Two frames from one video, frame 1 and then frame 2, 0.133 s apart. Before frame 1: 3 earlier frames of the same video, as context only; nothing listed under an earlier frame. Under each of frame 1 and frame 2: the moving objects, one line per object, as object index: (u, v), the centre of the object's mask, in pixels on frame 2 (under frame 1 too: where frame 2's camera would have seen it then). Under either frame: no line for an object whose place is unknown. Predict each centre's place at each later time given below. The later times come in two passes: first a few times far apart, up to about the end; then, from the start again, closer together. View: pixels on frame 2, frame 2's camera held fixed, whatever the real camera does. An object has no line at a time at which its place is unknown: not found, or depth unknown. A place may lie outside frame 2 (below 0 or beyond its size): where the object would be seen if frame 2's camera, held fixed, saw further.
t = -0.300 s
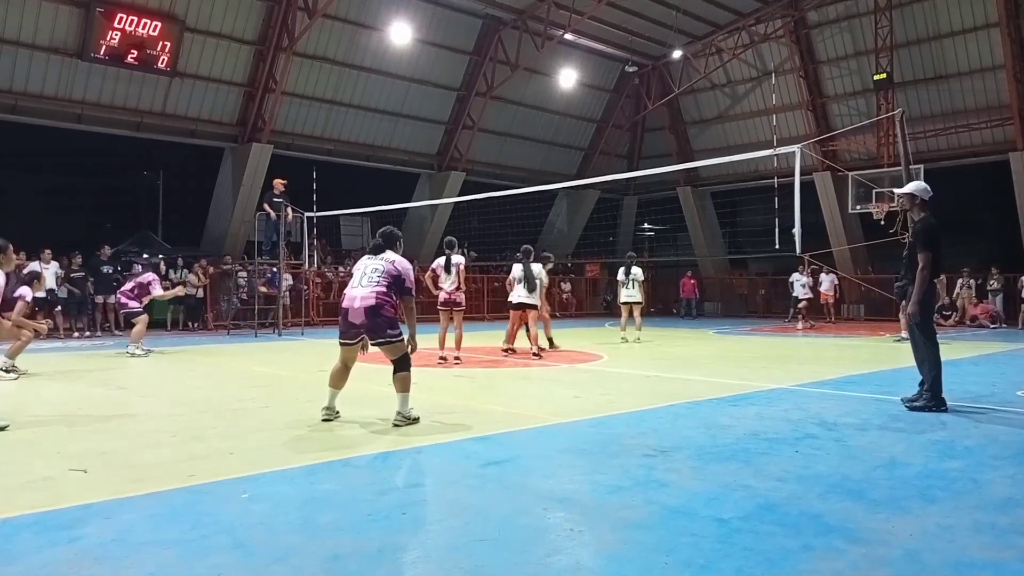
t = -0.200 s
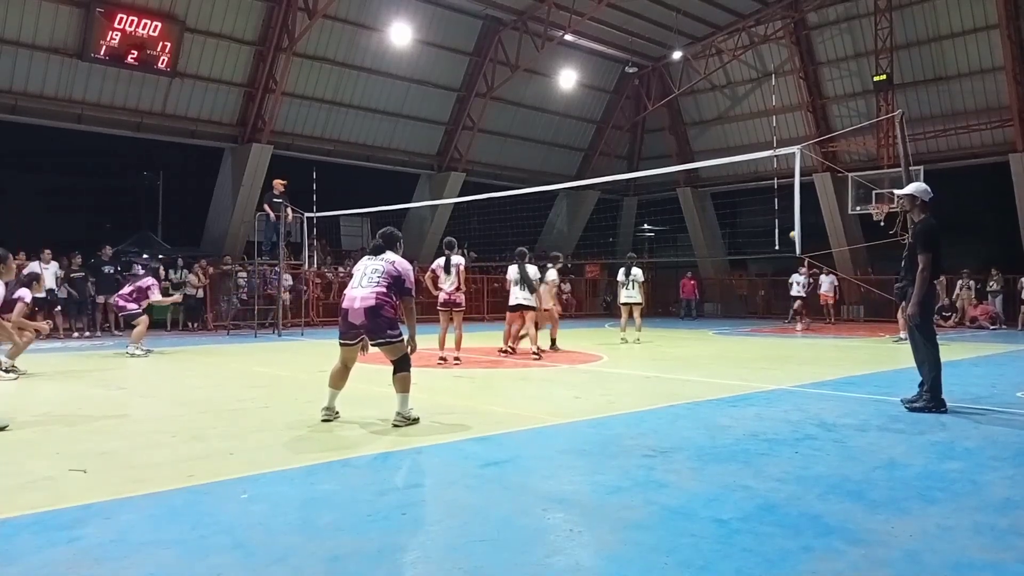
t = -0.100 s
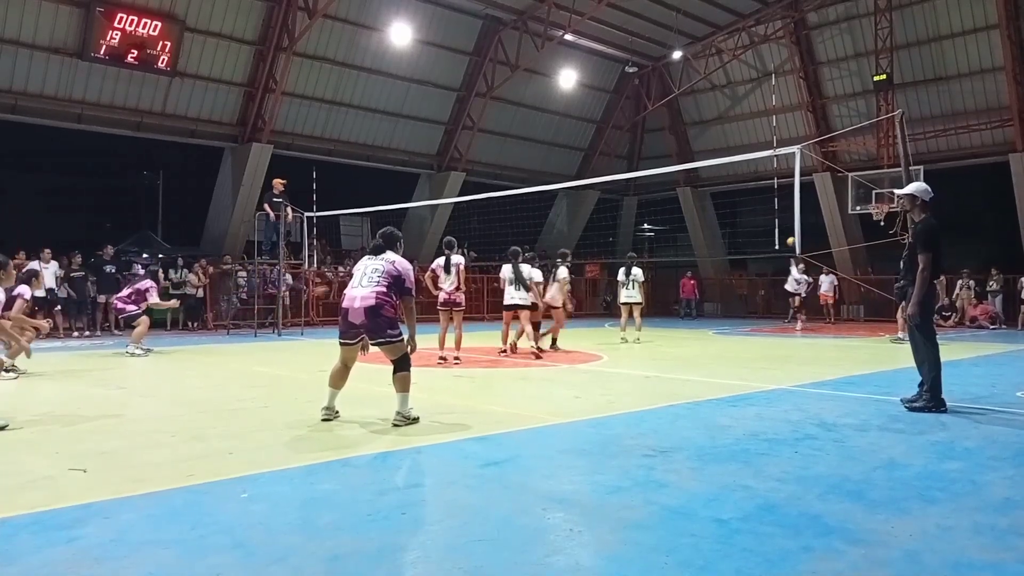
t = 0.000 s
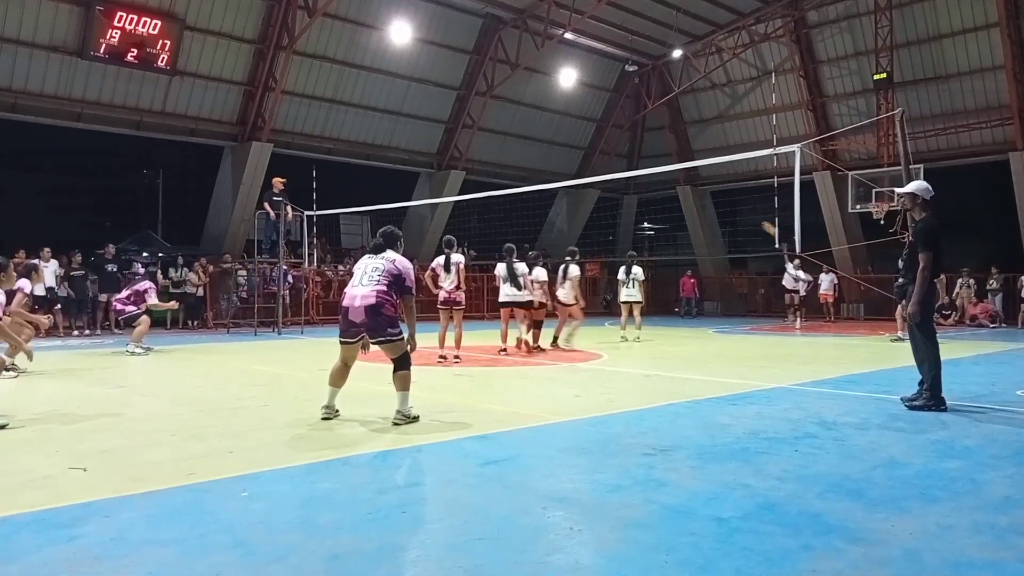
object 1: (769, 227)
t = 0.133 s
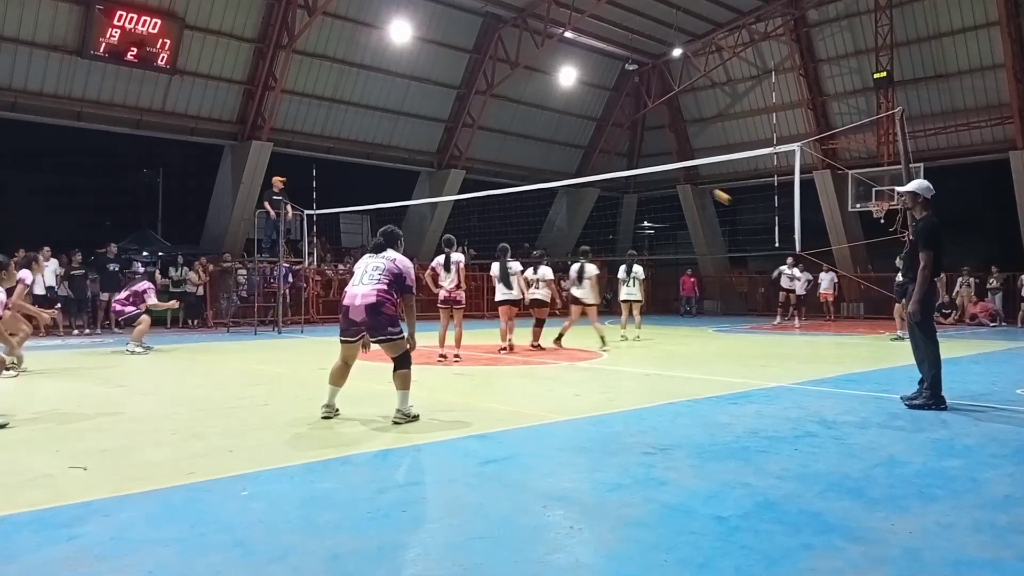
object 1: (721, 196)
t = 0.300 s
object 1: (651, 161)
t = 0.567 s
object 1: (529, 134)
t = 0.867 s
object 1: (357, 150)
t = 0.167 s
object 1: (708, 188)
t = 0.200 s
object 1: (695, 182)
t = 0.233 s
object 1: (681, 176)
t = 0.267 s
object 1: (669, 170)
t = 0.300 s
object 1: (651, 161)
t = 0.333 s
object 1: (638, 158)
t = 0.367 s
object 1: (624, 153)
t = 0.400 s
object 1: (609, 149)
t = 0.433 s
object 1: (593, 145)
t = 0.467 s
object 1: (578, 141)
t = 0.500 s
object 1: (562, 138)
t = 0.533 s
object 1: (546, 135)
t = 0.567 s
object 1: (529, 134)
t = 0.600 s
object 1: (512, 132)
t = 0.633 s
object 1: (493, 132)
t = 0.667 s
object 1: (475, 133)
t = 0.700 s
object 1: (457, 134)
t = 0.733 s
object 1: (438, 135)
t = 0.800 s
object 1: (398, 141)
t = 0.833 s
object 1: (378, 145)
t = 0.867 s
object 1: (357, 150)
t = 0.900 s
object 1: (334, 156)
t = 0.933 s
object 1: (312, 164)
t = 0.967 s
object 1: (290, 171)
